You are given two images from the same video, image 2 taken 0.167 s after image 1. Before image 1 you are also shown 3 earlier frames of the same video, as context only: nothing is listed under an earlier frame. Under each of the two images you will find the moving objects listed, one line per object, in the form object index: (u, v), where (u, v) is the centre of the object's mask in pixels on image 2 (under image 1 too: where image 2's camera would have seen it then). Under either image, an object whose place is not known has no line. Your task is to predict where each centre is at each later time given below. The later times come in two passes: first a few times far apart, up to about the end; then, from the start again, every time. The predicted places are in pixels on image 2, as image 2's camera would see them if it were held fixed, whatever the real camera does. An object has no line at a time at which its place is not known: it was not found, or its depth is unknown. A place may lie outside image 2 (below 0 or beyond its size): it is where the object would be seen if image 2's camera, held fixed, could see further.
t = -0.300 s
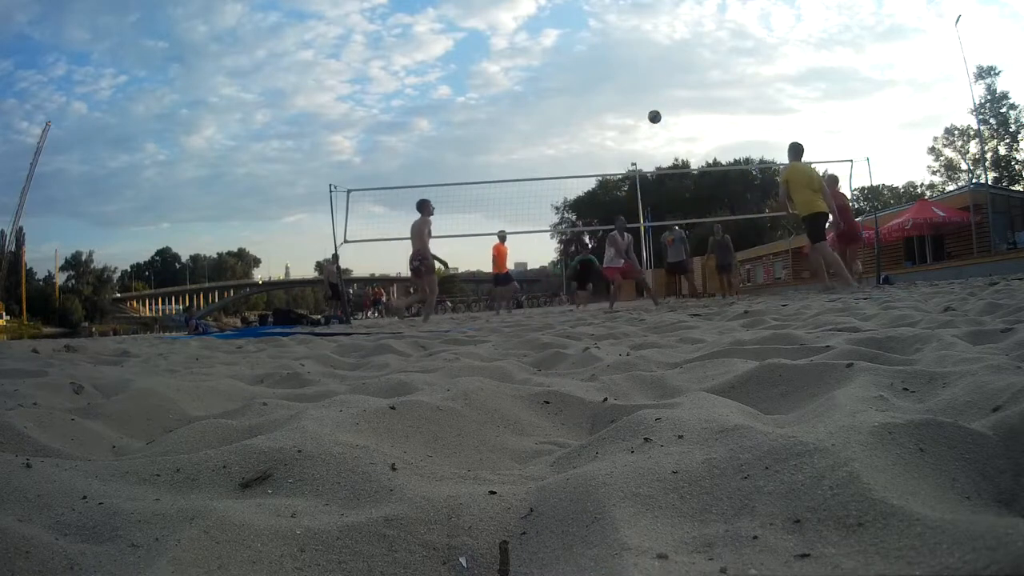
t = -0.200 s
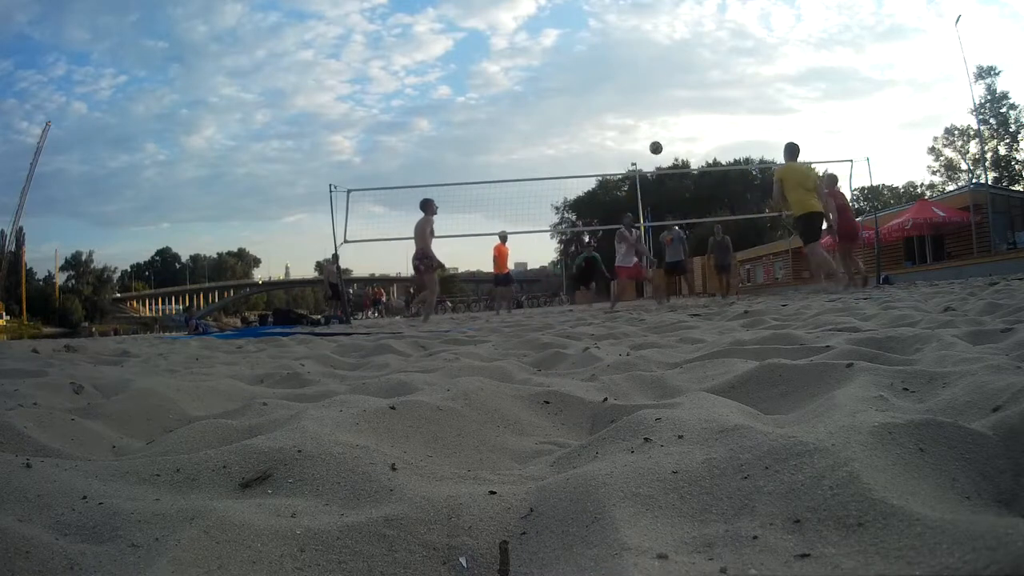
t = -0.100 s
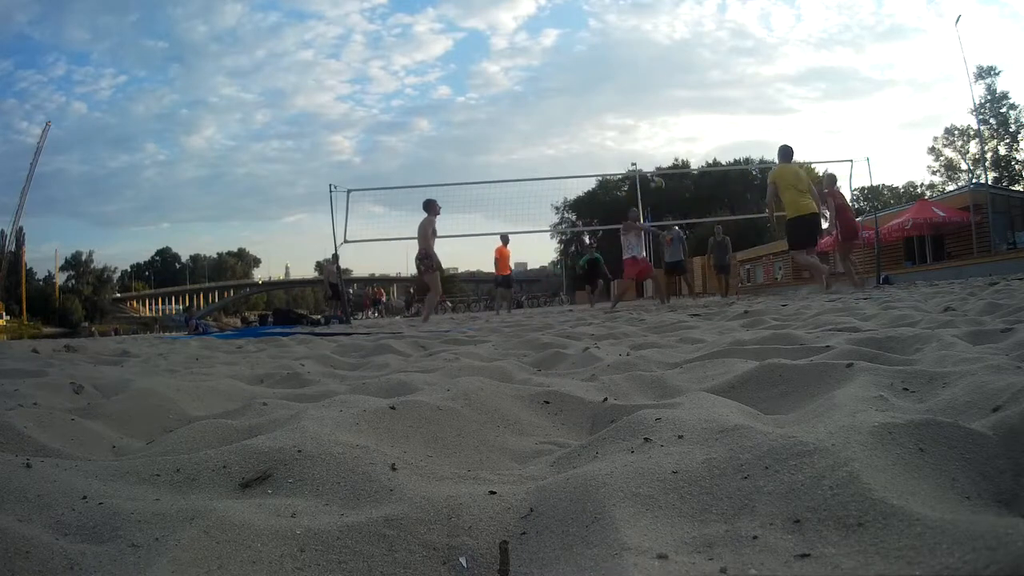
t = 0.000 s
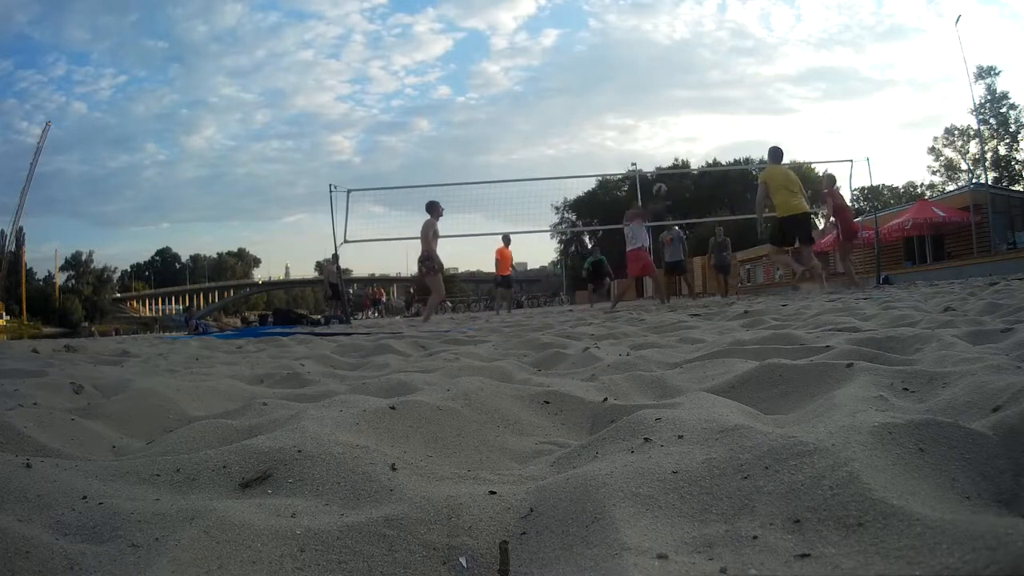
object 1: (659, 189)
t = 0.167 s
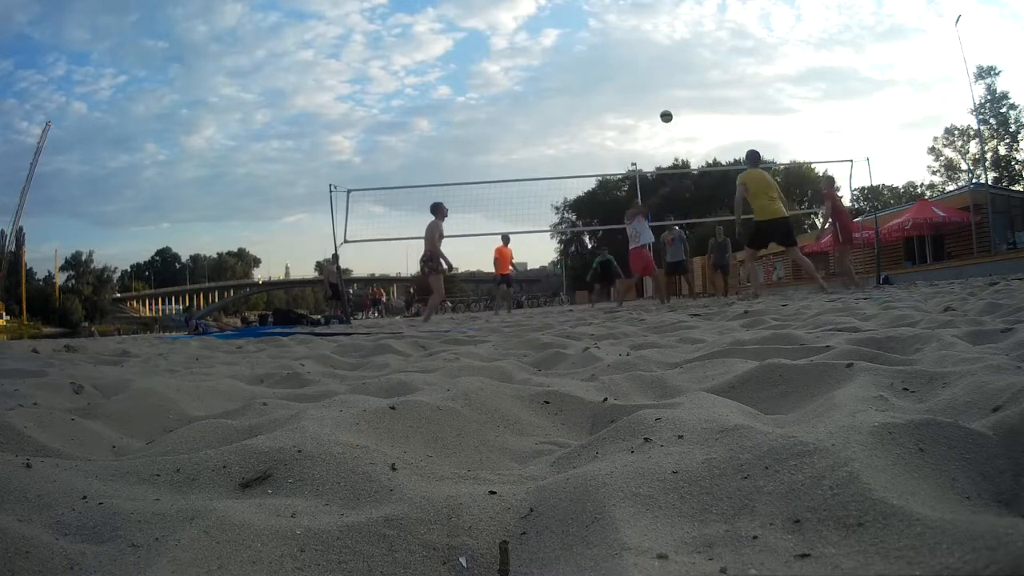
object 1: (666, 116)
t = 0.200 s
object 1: (667, 104)
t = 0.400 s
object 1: (677, 48)
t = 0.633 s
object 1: (690, 13)
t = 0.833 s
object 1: (705, 7)
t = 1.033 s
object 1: (724, 23)
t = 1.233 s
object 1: (746, 62)
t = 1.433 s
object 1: (770, 130)
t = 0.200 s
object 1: (667, 104)
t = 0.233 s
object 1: (669, 93)
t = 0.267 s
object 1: (670, 82)
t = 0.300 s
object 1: (672, 72)
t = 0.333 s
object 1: (673, 64)
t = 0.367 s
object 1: (675, 55)
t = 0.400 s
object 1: (677, 48)
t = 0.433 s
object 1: (678, 41)
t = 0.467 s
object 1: (680, 35)
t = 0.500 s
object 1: (682, 29)
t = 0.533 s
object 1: (684, 24)
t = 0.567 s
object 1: (686, 20)
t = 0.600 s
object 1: (688, 16)
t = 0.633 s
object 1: (690, 13)
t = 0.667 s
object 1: (692, 10)
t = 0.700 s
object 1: (695, 8)
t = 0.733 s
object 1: (697, 7)
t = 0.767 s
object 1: (700, 6)
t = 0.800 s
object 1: (702, 6)
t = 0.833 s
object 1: (705, 7)
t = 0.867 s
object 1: (708, 8)
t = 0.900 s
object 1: (711, 10)
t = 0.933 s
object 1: (714, 12)
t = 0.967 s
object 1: (717, 15)
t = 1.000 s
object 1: (720, 18)
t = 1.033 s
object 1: (724, 23)
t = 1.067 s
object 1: (727, 27)
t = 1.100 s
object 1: (731, 33)
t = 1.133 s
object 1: (734, 39)
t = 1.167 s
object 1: (738, 46)
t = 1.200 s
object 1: (742, 54)
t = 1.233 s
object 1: (746, 62)
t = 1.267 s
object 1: (749, 71)
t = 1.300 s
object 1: (754, 81)
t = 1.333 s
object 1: (758, 92)
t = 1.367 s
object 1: (761, 104)
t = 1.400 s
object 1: (766, 116)
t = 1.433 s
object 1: (770, 130)
